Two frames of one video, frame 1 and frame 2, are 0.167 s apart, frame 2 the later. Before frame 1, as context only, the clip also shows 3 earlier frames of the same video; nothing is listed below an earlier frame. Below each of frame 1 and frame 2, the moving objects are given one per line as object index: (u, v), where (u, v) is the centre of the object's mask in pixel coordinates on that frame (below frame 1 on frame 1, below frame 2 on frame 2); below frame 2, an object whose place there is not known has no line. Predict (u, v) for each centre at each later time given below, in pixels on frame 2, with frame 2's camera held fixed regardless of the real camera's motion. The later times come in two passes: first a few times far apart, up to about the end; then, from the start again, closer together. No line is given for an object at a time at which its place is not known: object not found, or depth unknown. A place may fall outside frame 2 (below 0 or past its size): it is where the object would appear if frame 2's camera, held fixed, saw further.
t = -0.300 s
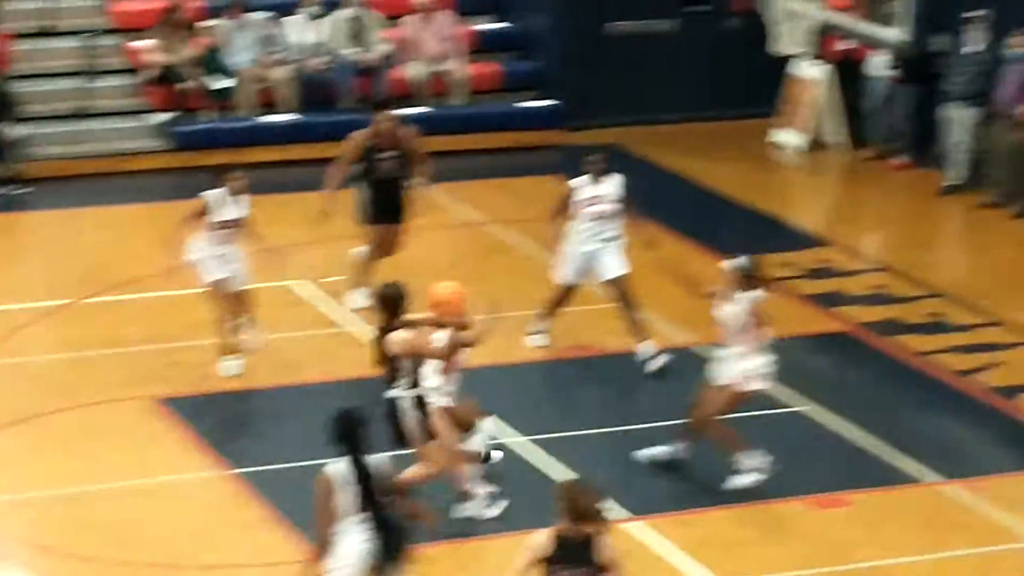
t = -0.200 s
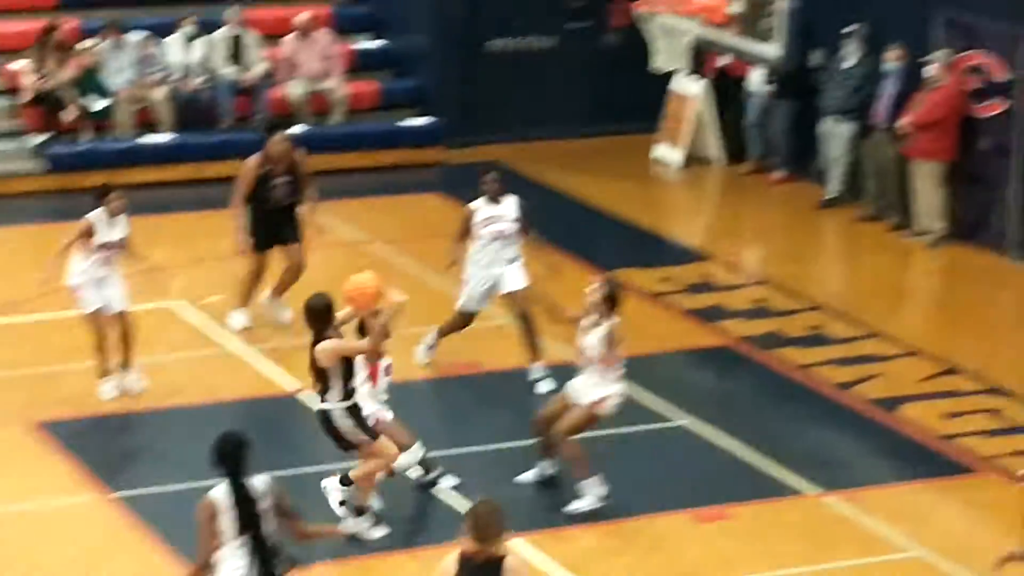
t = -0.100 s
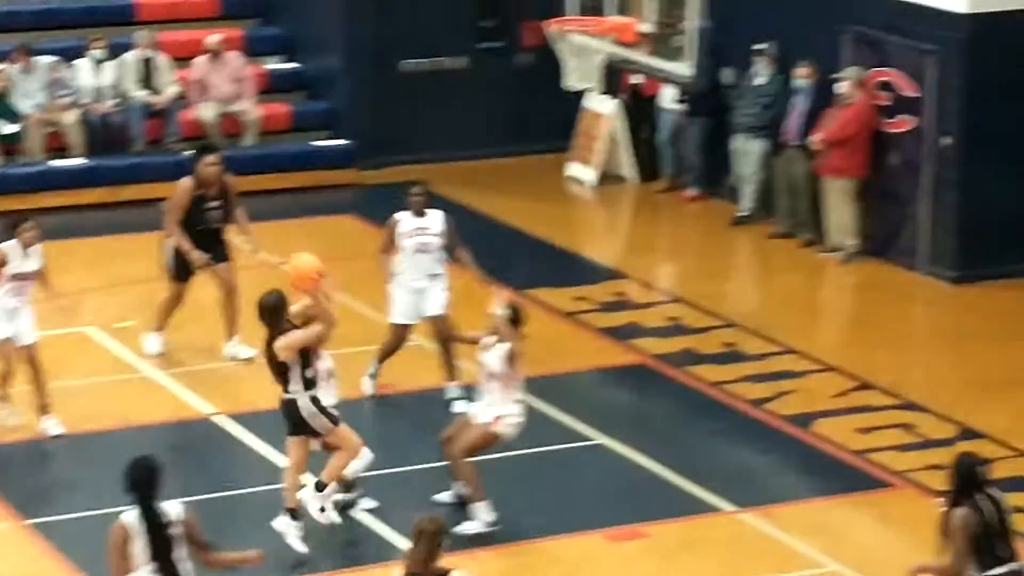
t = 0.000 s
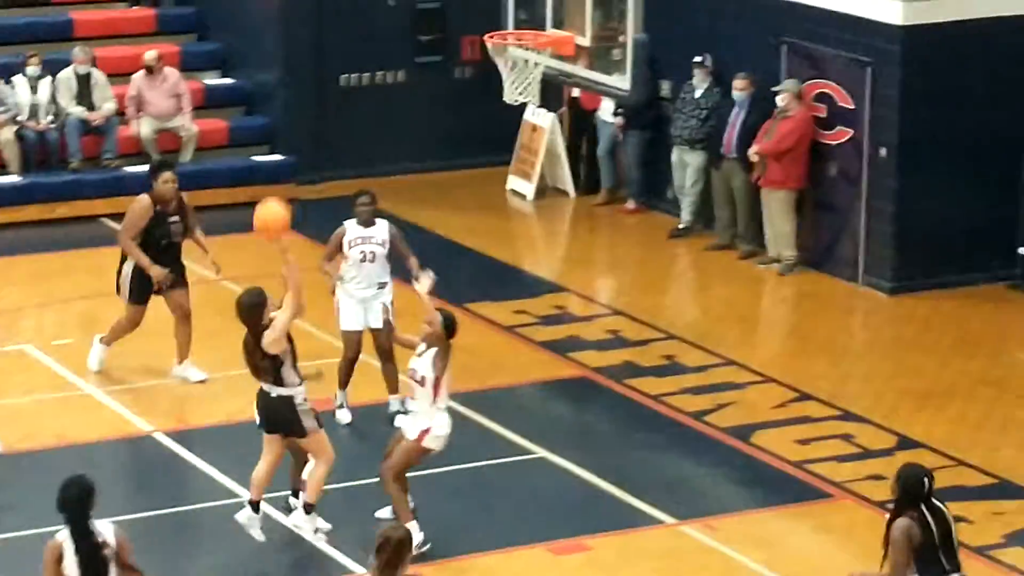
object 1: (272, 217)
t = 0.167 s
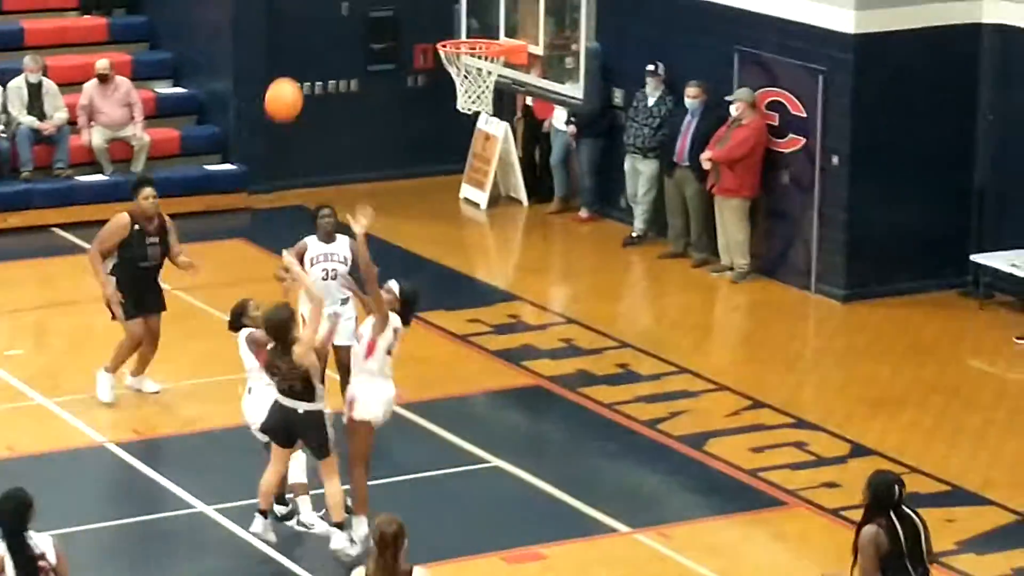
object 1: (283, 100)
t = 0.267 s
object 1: (318, 46)
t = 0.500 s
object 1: (394, -17)
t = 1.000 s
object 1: (457, 20)
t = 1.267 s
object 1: (433, 13)
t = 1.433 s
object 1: (419, 59)
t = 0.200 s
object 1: (295, 80)
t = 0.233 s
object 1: (307, 62)
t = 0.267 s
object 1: (318, 46)
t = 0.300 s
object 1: (329, 31)
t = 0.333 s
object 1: (340, 19)
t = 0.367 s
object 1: (351, 9)
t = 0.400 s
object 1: (362, 0)
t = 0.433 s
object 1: (373, -7)
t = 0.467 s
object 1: (383, -13)
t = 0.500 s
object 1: (394, -17)
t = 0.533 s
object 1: (404, -19)
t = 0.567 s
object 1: (414, -19)
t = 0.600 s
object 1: (424, -19)
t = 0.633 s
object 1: (434, -16)
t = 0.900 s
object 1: (477, 35)
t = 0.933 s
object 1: (463, 35)
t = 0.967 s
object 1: (459, 27)
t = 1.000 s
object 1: (457, 20)
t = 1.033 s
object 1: (453, 13)
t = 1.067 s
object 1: (450, 8)
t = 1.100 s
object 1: (447, 5)
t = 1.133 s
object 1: (446, 4)
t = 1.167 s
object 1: (443, 4)
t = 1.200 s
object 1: (440, 5)
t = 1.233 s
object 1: (436, 8)
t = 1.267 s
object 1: (433, 13)
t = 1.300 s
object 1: (430, 20)
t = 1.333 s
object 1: (426, 27)
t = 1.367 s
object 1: (423, 36)
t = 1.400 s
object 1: (422, 49)
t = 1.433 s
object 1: (419, 59)
